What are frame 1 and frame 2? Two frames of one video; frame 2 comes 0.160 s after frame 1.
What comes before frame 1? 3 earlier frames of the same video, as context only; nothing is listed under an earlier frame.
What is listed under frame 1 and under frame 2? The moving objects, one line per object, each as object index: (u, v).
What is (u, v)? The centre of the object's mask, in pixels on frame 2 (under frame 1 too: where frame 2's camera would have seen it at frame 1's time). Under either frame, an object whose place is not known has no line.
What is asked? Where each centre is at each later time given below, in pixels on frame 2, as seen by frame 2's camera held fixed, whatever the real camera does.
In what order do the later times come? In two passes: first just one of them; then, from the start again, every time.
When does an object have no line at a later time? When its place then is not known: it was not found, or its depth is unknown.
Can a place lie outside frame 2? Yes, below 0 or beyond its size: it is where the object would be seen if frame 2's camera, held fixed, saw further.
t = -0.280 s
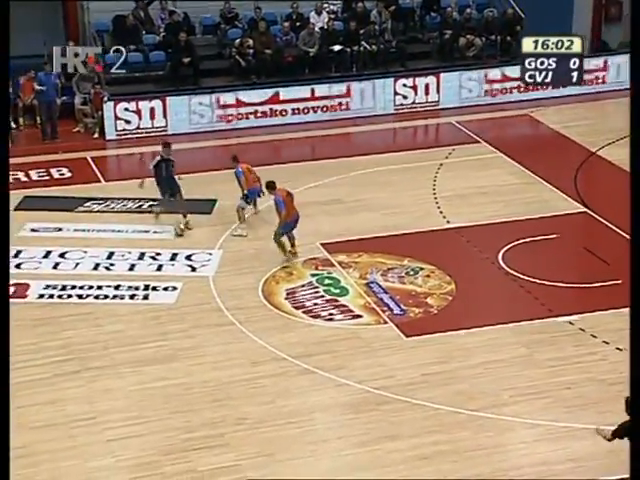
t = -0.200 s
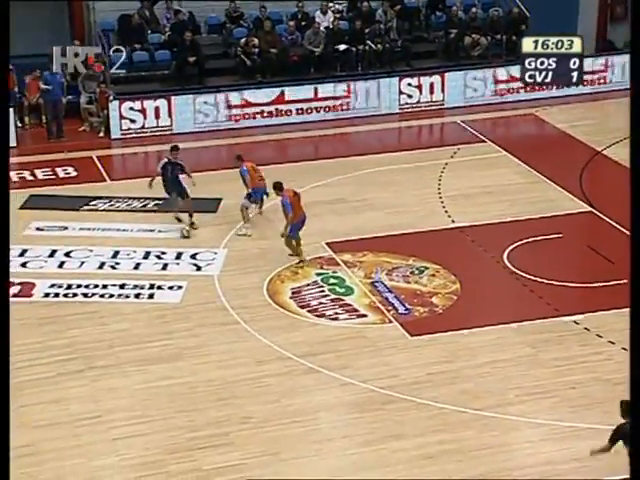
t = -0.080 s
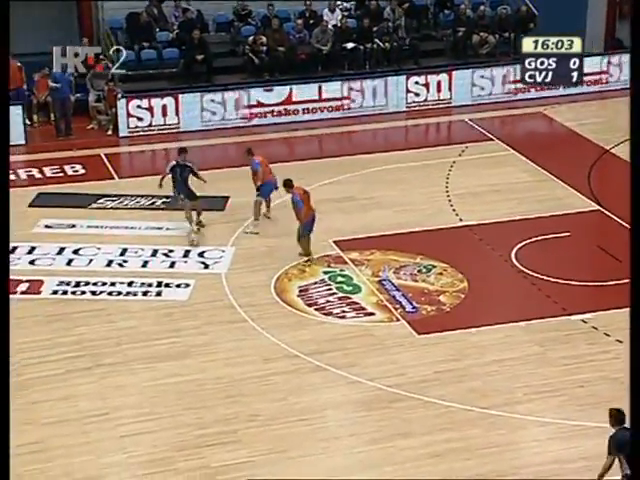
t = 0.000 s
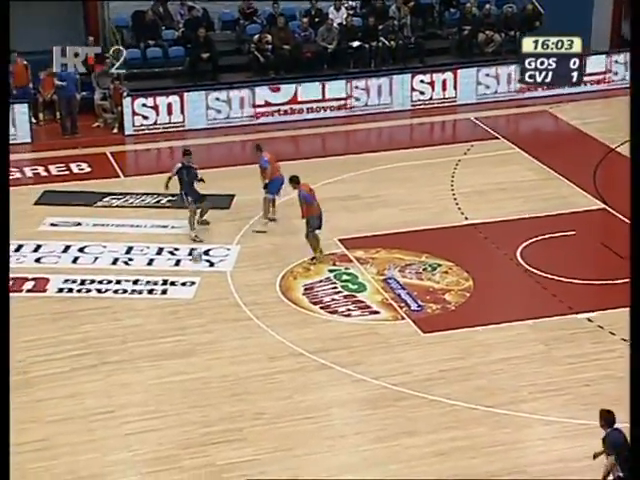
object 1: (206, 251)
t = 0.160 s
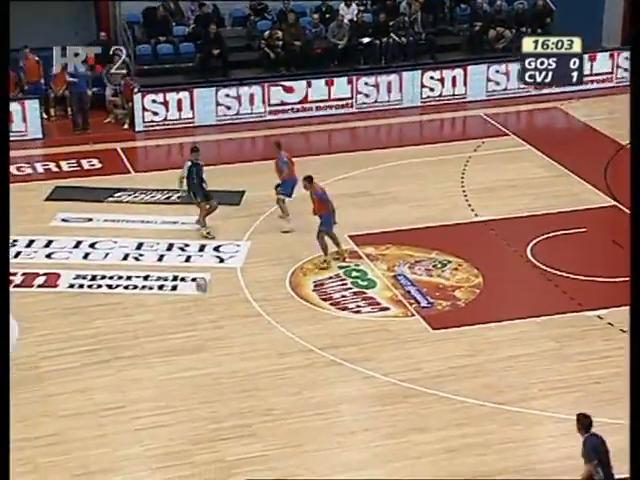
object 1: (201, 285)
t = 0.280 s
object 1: (190, 311)
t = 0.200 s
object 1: (199, 293)
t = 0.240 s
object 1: (194, 302)
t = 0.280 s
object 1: (190, 311)
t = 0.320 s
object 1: (191, 316)
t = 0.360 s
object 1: (189, 327)
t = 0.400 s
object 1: (189, 335)
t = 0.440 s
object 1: (189, 343)
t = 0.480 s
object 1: (187, 351)
